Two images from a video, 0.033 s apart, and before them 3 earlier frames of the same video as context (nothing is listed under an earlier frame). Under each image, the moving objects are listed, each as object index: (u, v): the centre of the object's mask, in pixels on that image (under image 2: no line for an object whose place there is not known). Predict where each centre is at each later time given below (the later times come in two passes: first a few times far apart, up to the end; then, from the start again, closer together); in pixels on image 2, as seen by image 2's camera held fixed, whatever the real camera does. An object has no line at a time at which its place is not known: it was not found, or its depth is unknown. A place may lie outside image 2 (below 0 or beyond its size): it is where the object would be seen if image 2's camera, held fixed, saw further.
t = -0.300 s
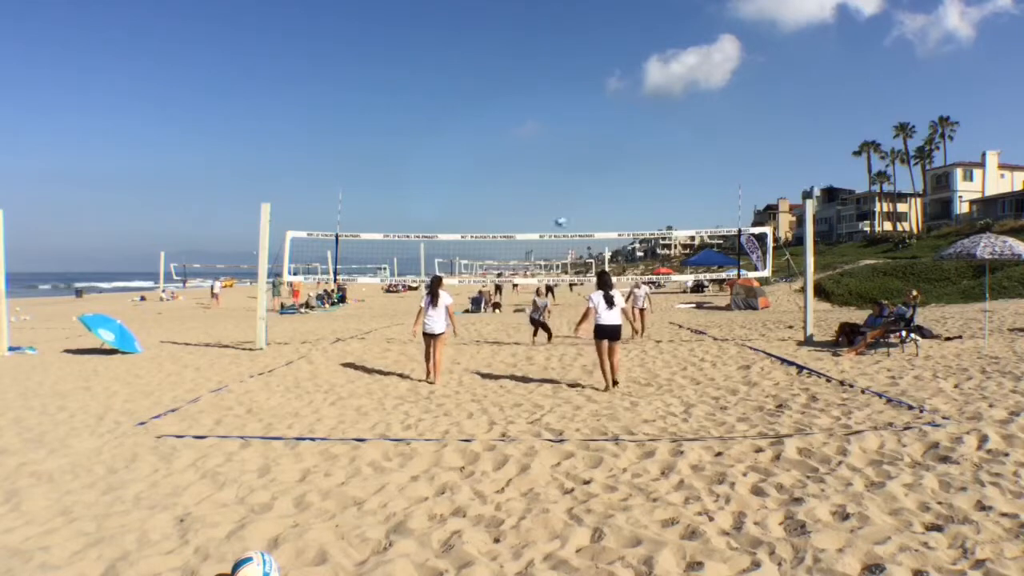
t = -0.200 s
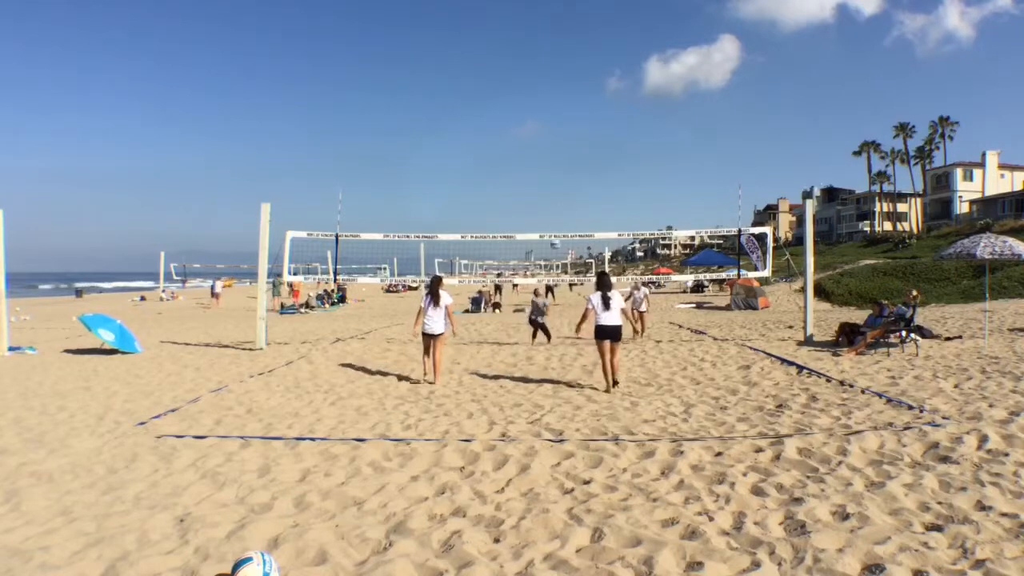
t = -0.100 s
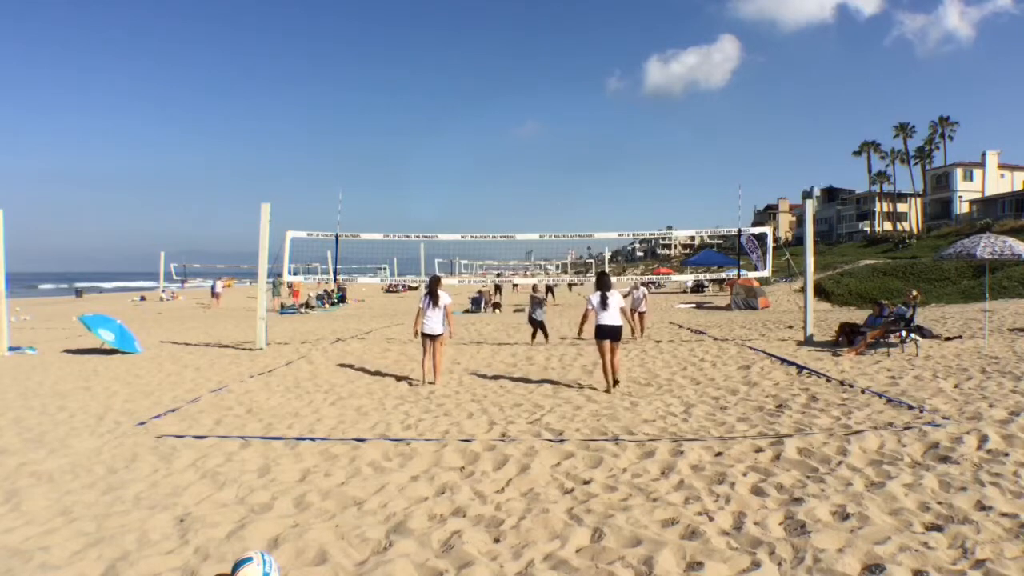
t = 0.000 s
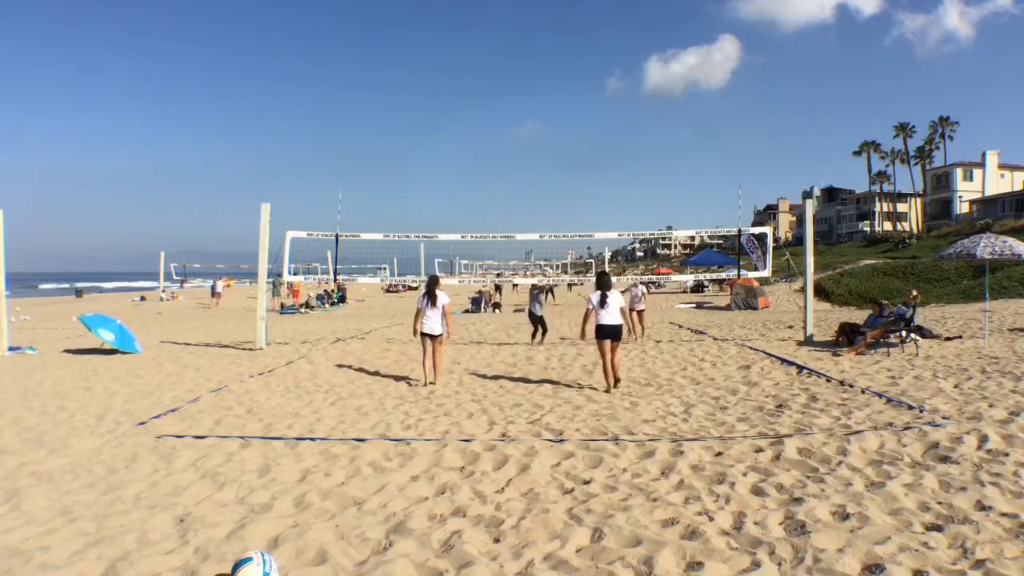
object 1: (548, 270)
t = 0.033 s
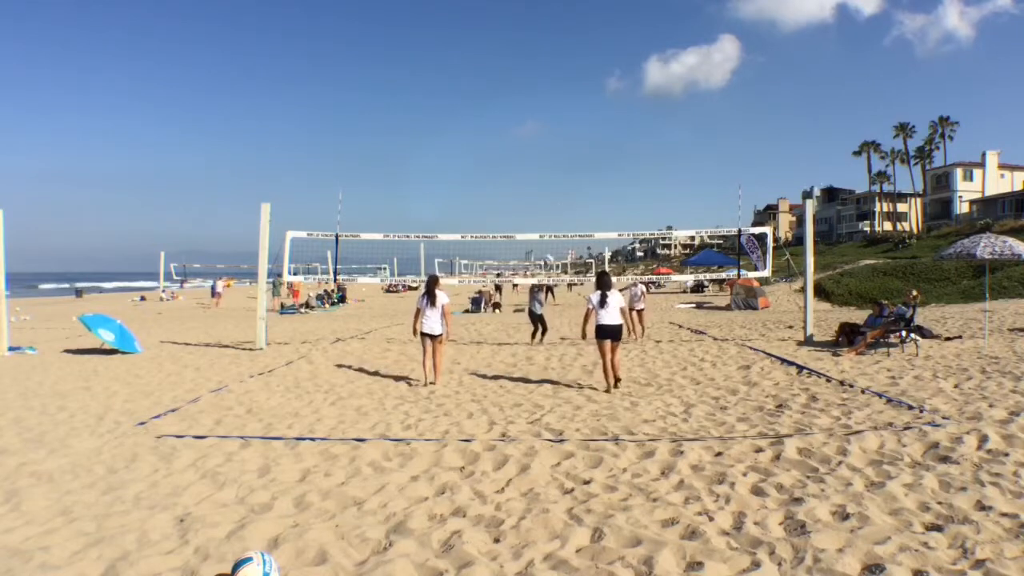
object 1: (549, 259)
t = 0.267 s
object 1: (557, 190)
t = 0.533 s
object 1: (570, 145)
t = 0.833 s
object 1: (583, 134)
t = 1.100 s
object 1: (594, 159)
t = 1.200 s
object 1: (598, 175)
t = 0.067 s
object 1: (549, 248)
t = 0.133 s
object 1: (552, 226)
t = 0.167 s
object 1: (553, 216)
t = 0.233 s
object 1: (556, 199)
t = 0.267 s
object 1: (557, 190)
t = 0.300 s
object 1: (559, 183)
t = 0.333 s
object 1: (560, 176)
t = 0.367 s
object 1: (561, 169)
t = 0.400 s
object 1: (563, 163)
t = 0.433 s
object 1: (565, 158)
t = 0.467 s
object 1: (567, 153)
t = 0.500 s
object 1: (568, 149)
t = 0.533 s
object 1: (570, 145)
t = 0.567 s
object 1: (571, 142)
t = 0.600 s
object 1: (573, 139)
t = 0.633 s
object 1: (574, 137)
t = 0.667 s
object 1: (575, 135)
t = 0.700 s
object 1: (577, 134)
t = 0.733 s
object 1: (578, 134)
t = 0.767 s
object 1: (580, 134)
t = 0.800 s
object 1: (581, 134)
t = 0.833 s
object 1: (583, 134)
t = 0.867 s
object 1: (584, 136)
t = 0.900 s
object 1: (586, 137)
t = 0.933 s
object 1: (587, 140)
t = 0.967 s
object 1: (588, 142)
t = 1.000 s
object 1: (589, 145)
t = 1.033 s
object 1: (591, 149)
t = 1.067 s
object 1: (593, 153)
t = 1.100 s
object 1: (594, 159)
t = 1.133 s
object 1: (595, 164)
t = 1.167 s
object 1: (596, 169)
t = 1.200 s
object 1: (598, 175)
